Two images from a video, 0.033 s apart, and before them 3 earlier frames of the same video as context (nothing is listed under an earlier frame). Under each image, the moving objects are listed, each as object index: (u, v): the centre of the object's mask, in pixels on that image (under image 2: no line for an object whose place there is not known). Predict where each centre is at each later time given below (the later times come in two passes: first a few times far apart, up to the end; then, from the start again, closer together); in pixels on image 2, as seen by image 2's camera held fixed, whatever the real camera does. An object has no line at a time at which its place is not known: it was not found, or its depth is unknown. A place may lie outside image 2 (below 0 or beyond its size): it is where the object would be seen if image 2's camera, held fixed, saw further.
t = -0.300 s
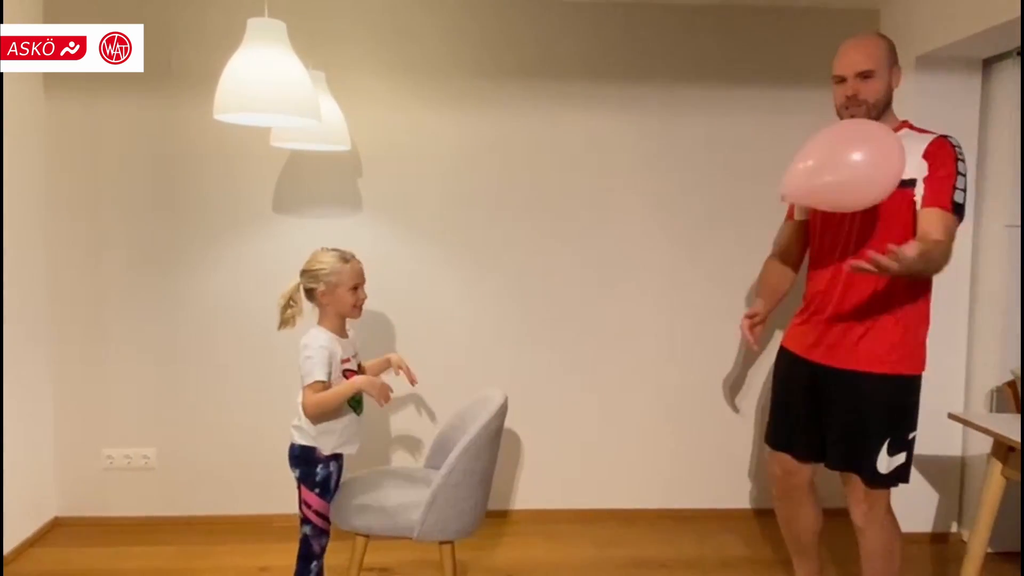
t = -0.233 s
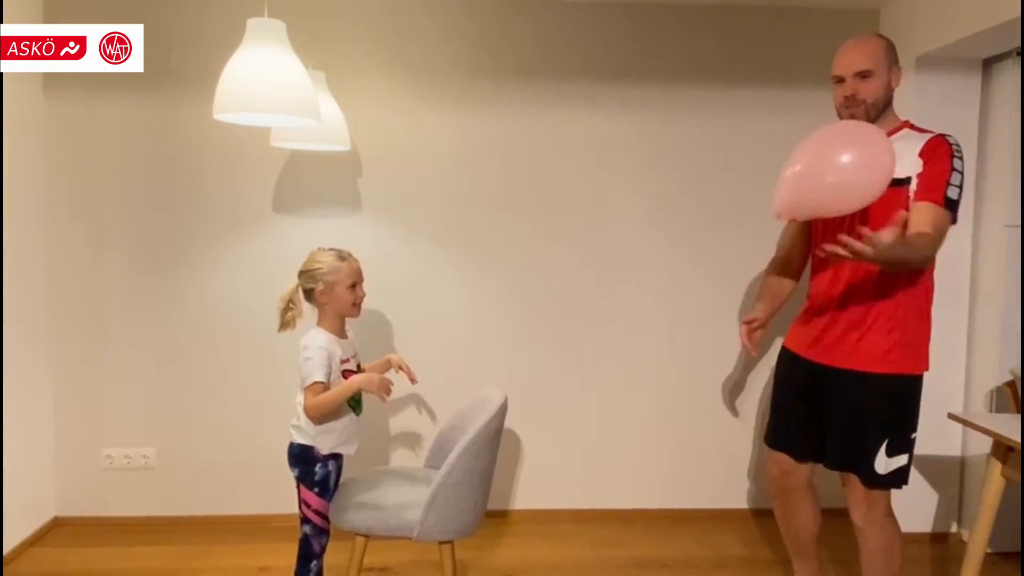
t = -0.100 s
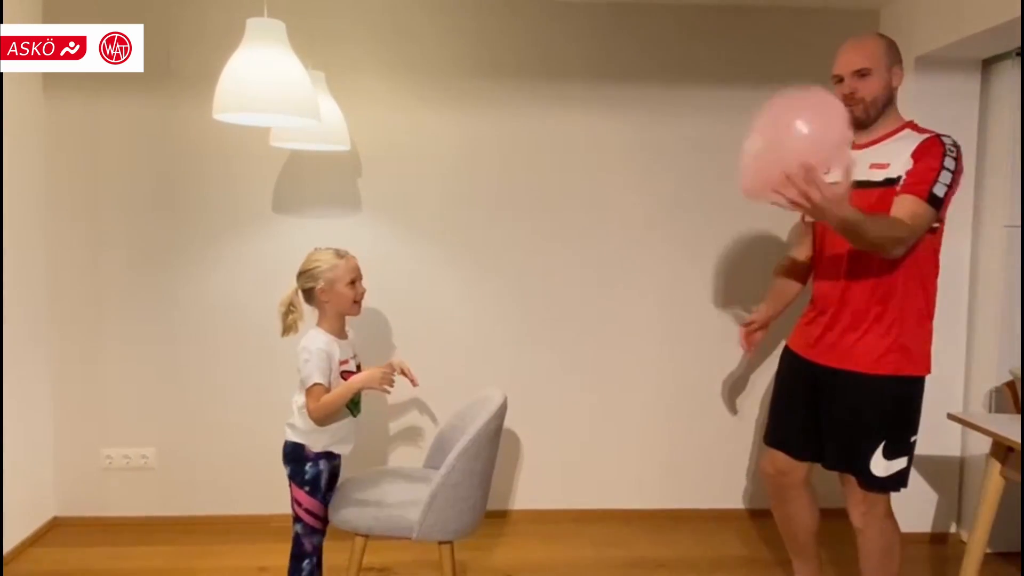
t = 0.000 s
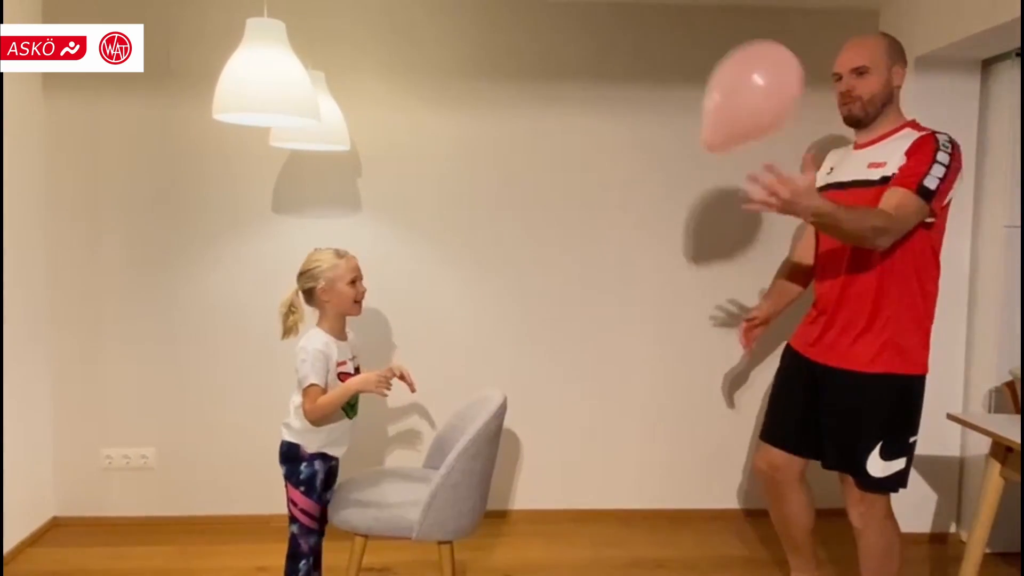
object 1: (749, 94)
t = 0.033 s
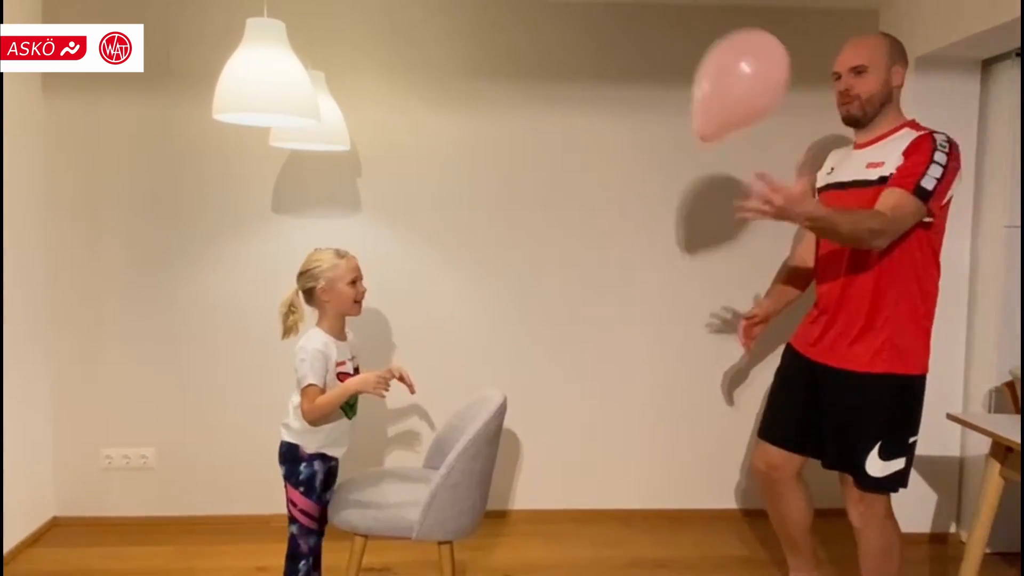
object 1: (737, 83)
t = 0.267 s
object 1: (684, 40)
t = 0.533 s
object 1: (657, 30)
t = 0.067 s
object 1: (723, 74)
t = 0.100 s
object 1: (717, 64)
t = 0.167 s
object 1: (702, 50)
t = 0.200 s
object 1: (695, 46)
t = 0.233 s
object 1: (689, 42)
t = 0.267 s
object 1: (684, 40)
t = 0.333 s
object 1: (675, 35)
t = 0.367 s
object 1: (672, 34)
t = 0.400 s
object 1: (668, 32)
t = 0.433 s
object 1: (665, 31)
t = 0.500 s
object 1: (660, 30)
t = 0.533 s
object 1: (657, 30)
